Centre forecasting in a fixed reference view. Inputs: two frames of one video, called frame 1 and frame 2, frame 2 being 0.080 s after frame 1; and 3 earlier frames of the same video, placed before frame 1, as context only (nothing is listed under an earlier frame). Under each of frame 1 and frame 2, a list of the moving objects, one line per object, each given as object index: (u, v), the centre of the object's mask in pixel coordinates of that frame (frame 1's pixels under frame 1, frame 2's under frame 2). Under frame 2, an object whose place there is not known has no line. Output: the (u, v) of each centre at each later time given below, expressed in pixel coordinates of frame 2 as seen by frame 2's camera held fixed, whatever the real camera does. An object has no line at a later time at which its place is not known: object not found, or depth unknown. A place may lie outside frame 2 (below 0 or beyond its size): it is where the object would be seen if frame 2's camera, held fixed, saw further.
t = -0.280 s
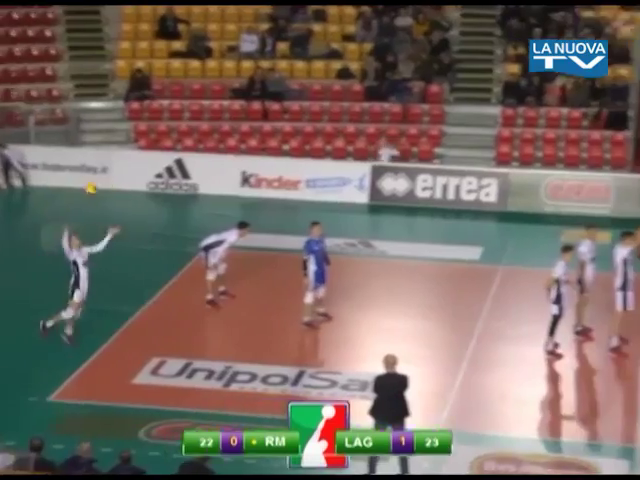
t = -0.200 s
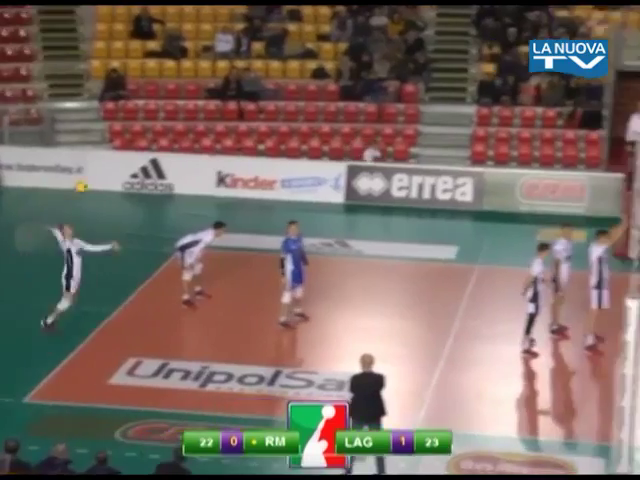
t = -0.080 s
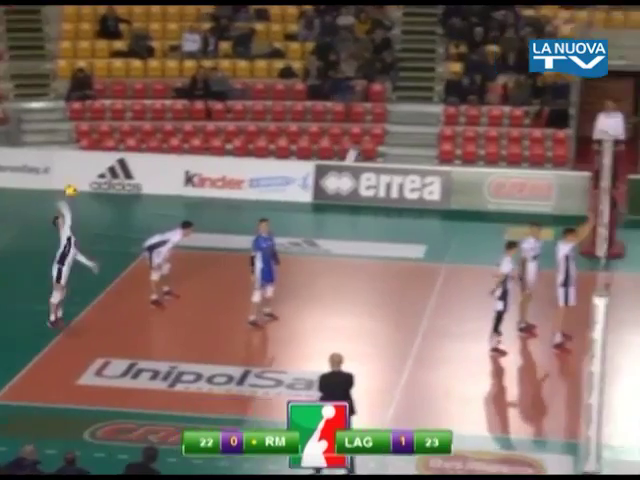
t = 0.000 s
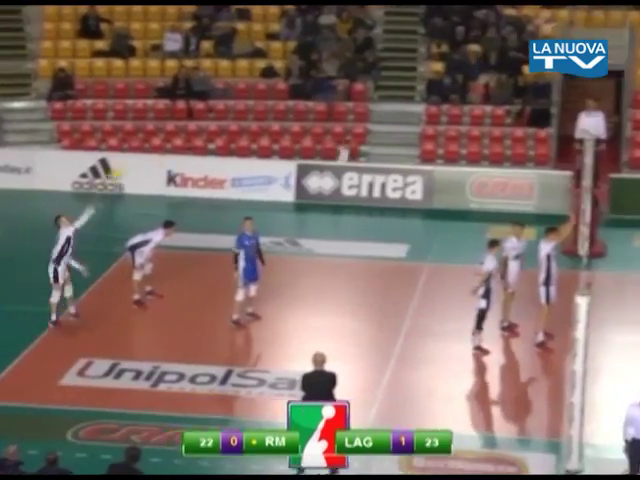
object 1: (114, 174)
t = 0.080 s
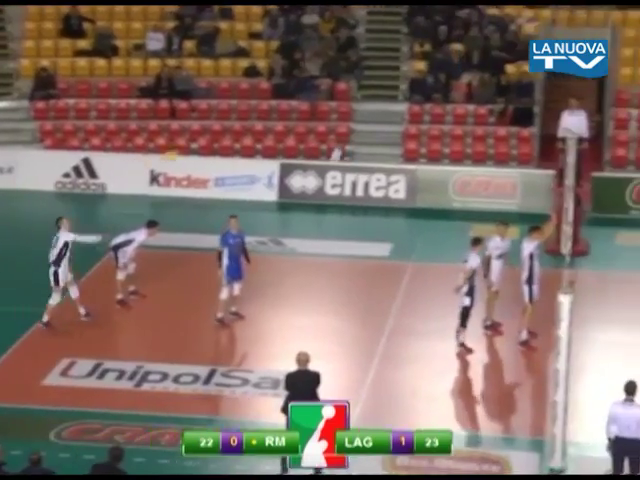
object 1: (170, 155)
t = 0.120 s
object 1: (205, 147)
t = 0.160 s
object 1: (241, 141)
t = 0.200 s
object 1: (271, 135)
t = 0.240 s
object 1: (302, 130)
